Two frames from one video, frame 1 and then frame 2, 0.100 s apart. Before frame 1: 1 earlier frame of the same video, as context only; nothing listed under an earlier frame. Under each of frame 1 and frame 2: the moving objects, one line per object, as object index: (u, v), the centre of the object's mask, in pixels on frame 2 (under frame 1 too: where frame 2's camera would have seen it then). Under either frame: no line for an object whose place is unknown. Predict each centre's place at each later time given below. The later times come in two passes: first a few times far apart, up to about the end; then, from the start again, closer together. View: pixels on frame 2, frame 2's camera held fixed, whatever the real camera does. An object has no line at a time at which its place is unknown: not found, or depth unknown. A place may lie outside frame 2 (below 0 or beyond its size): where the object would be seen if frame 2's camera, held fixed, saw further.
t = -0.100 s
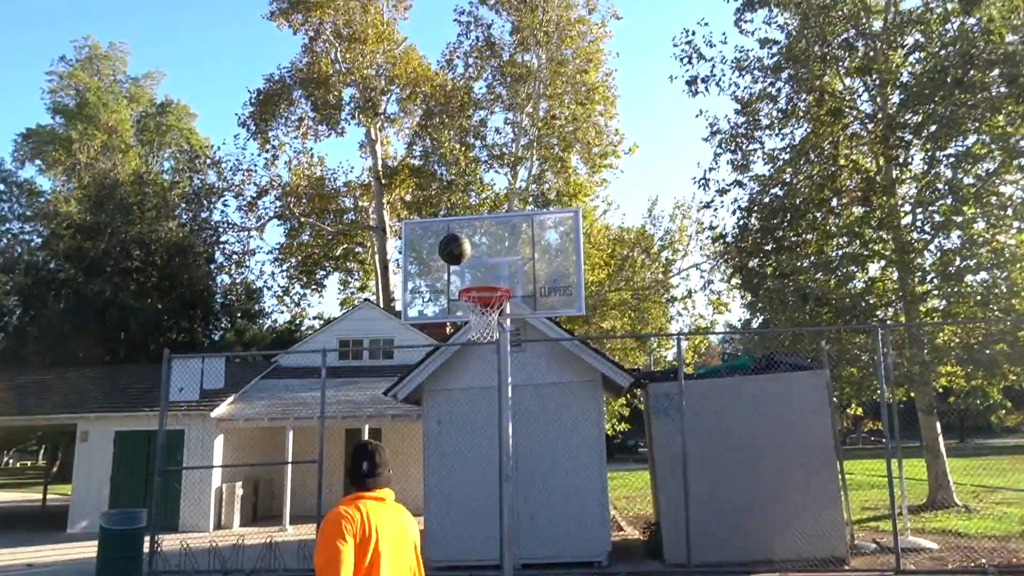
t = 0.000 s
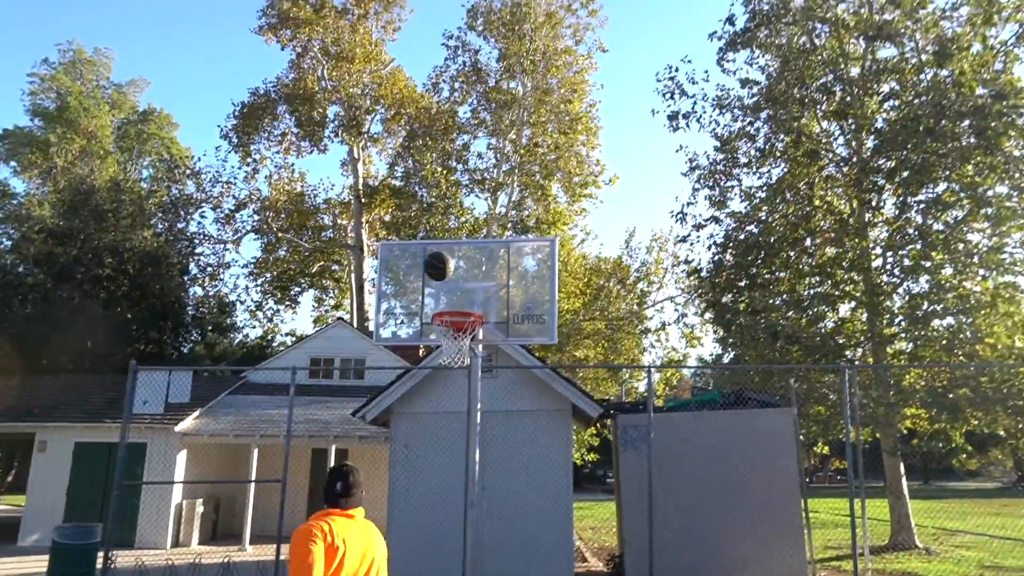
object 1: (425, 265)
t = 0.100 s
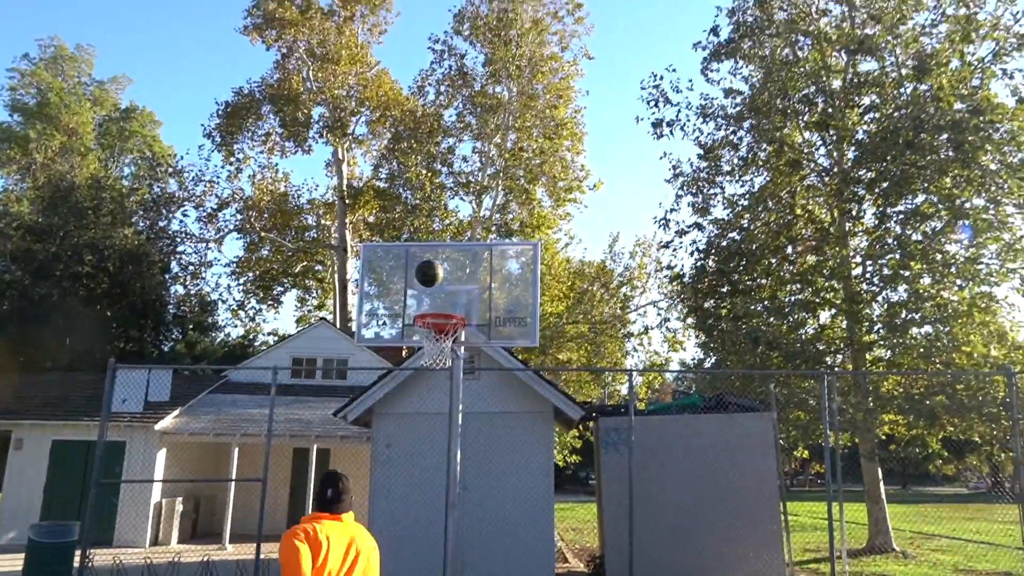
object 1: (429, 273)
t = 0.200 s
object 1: (435, 287)
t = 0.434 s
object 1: (445, 268)
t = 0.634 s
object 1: (451, 223)
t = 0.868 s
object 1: (455, 219)
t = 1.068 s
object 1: (459, 227)
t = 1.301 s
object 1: (464, 248)
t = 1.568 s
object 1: (468, 332)
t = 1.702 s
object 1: (469, 387)
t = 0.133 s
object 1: (431, 277)
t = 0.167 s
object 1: (433, 282)
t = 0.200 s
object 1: (435, 287)
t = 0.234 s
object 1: (437, 294)
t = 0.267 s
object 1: (438, 301)
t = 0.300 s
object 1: (440, 306)
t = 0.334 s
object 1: (442, 304)
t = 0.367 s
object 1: (443, 292)
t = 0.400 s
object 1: (444, 279)
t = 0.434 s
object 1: (445, 268)
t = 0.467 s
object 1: (446, 258)
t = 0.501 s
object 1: (447, 249)
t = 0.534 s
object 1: (448, 241)
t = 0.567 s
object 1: (449, 234)
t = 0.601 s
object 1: (450, 228)
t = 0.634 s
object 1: (451, 223)
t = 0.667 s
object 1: (452, 219)
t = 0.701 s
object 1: (452, 217)
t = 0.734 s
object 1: (453, 215)
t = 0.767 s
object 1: (454, 215)
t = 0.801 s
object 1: (454, 215)
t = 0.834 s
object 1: (454, 216)
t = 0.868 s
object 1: (455, 219)
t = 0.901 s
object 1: (455, 222)
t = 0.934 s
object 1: (456, 226)
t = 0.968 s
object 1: (457, 230)
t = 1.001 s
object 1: (458, 229)
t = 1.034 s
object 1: (459, 228)
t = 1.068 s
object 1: (459, 227)
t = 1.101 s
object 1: (460, 227)
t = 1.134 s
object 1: (460, 228)
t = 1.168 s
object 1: (461, 230)
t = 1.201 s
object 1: (462, 231)
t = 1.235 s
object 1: (463, 234)
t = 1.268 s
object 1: (464, 236)
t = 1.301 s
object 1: (464, 248)
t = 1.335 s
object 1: (465, 256)
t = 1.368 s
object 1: (466, 261)
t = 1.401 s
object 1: (465, 270)
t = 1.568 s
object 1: (468, 332)
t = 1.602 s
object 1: (468, 339)
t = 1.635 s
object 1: (468, 355)
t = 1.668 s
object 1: (469, 370)
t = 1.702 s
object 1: (469, 387)
